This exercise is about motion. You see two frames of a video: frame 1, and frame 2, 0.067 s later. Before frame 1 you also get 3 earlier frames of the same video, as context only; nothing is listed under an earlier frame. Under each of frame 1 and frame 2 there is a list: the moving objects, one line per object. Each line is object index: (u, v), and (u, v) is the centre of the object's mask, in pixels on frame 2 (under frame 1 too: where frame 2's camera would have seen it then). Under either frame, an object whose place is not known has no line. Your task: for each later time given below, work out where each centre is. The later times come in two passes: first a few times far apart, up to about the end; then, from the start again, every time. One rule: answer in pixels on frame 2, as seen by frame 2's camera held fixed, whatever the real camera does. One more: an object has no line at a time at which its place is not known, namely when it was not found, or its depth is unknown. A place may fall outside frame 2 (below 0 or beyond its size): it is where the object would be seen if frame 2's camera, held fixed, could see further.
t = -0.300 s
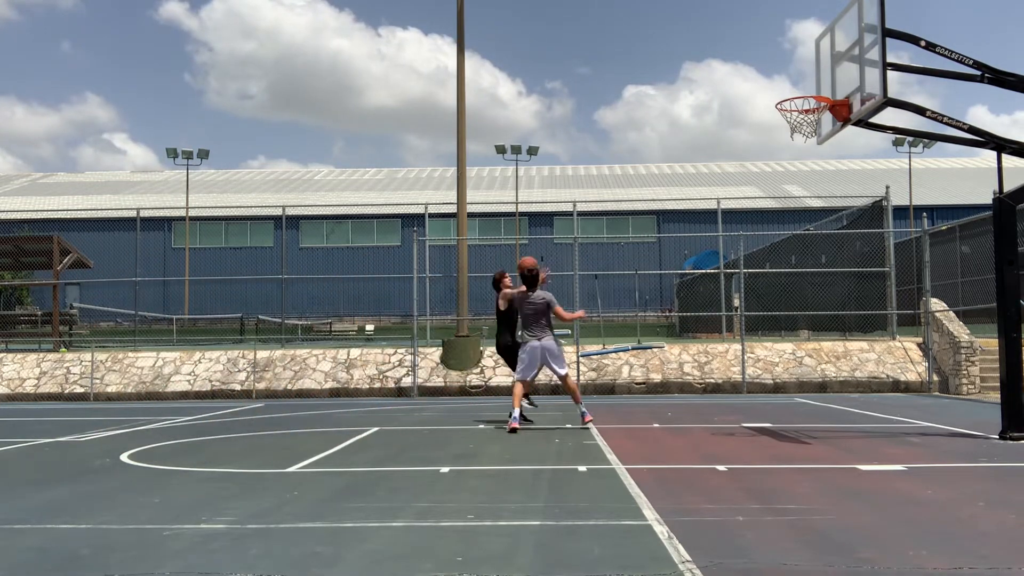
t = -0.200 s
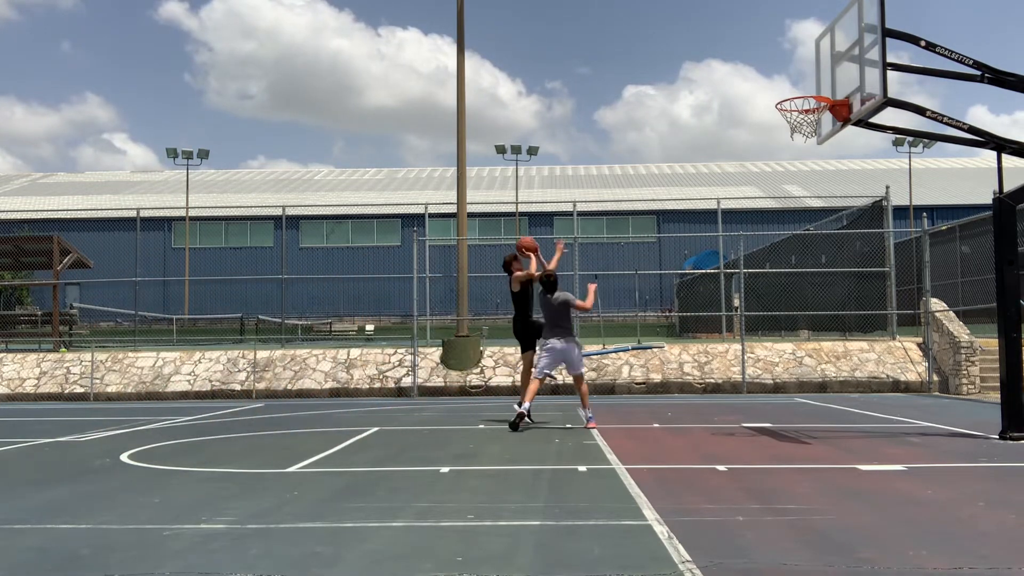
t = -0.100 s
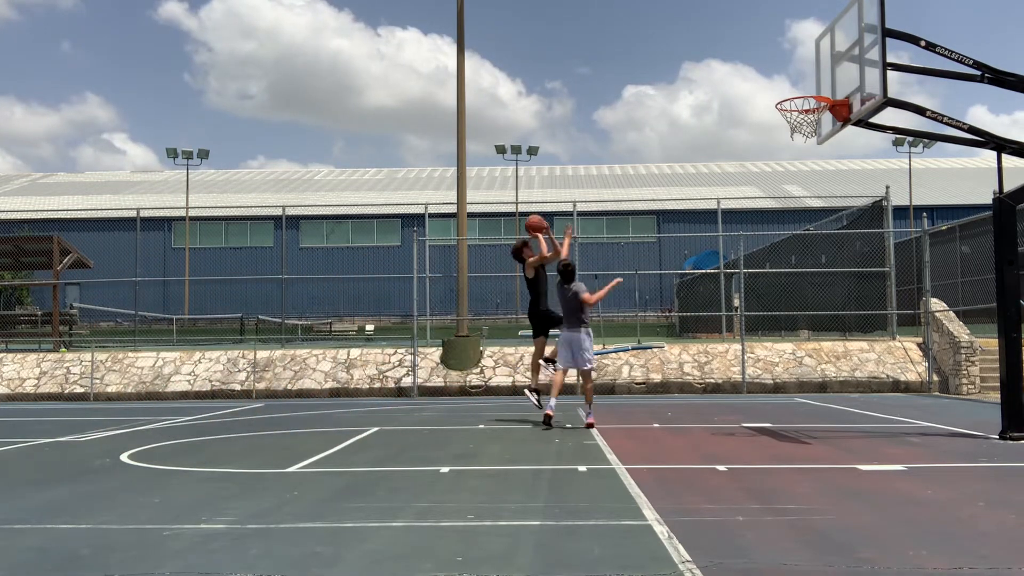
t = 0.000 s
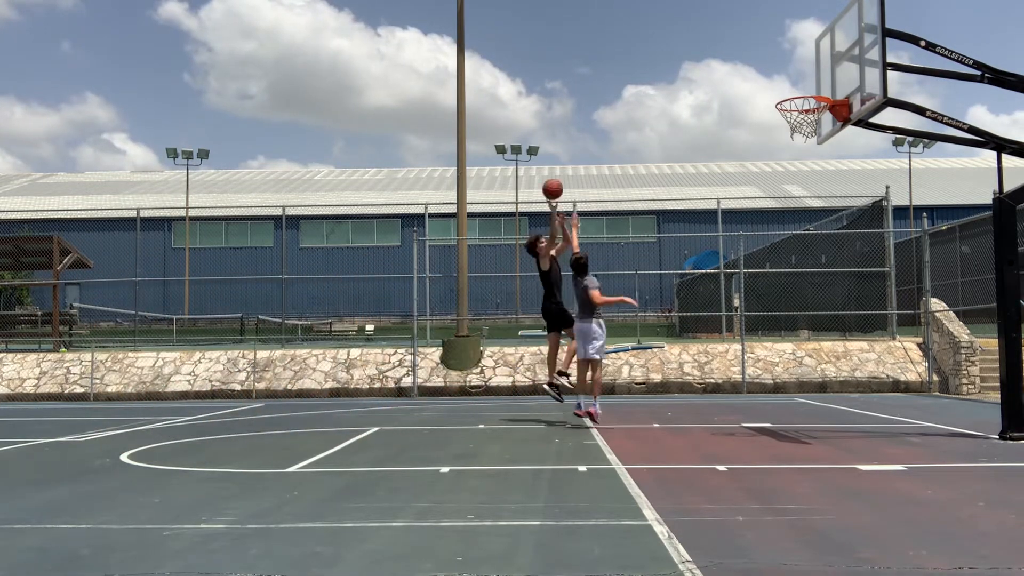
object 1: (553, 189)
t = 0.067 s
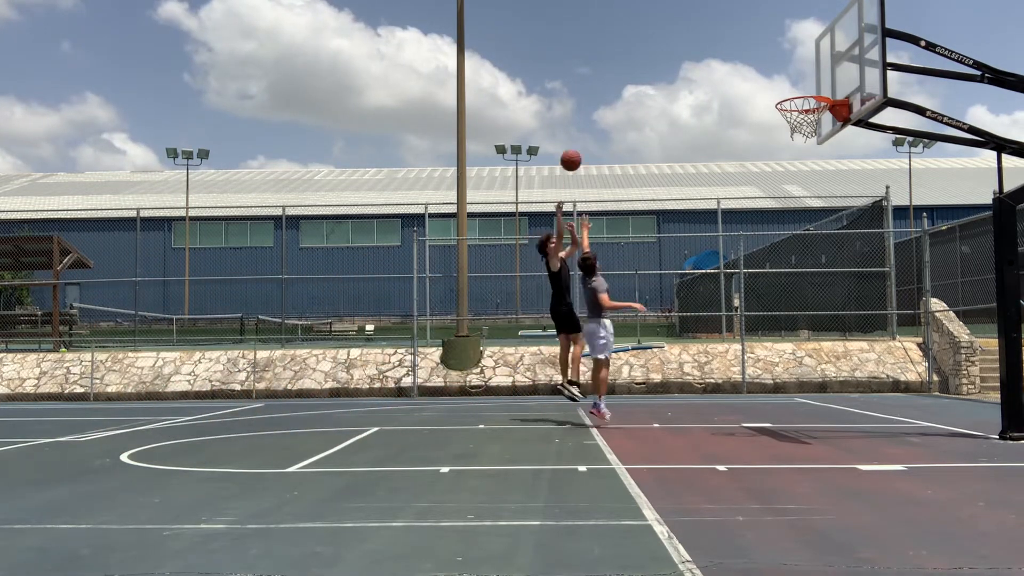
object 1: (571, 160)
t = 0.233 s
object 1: (619, 102)
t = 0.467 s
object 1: (694, 57)
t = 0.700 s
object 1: (779, 63)
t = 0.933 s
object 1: (831, 43)
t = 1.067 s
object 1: (837, 10)
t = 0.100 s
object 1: (580, 147)
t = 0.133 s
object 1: (590, 134)
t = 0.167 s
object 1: (599, 123)
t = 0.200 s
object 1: (609, 112)
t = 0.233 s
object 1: (619, 102)
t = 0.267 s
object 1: (630, 92)
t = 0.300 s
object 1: (640, 84)
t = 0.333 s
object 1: (650, 77)
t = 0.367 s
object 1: (661, 70)
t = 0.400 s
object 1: (672, 65)
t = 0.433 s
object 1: (683, 60)
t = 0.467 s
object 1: (694, 57)
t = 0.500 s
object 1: (705, 54)
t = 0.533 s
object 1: (717, 53)
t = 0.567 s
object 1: (729, 53)
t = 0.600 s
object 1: (741, 53)
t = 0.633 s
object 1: (754, 55)
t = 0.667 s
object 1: (766, 59)
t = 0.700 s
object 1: (779, 63)
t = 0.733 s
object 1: (793, 68)
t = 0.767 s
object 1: (806, 75)
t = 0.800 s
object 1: (820, 83)
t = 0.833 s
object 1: (827, 81)
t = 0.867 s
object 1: (828, 67)
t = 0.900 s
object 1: (830, 54)
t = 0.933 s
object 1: (831, 43)
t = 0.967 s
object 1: (833, 32)
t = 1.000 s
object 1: (834, 23)
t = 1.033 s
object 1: (836, 15)
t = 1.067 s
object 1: (837, 10)
